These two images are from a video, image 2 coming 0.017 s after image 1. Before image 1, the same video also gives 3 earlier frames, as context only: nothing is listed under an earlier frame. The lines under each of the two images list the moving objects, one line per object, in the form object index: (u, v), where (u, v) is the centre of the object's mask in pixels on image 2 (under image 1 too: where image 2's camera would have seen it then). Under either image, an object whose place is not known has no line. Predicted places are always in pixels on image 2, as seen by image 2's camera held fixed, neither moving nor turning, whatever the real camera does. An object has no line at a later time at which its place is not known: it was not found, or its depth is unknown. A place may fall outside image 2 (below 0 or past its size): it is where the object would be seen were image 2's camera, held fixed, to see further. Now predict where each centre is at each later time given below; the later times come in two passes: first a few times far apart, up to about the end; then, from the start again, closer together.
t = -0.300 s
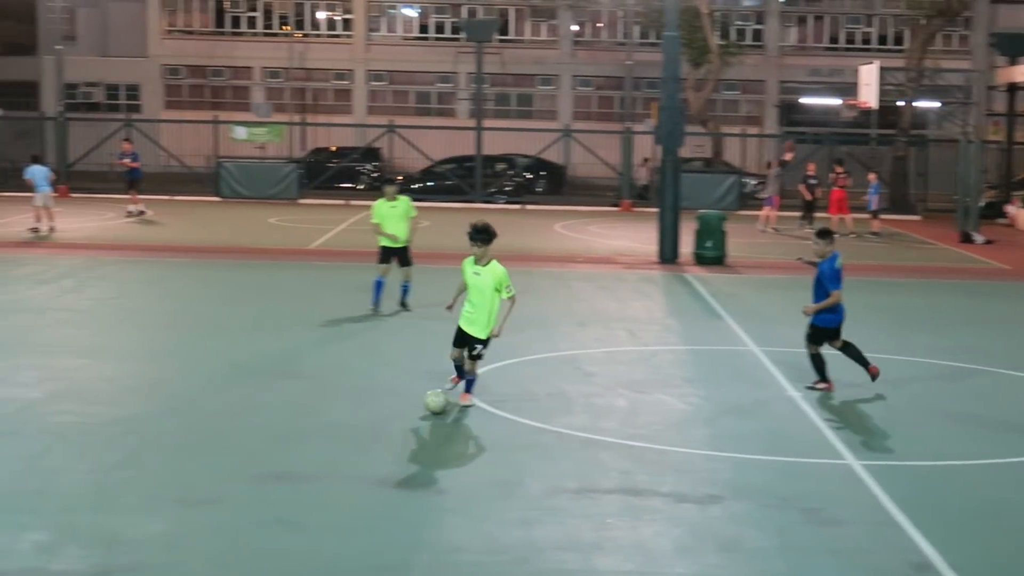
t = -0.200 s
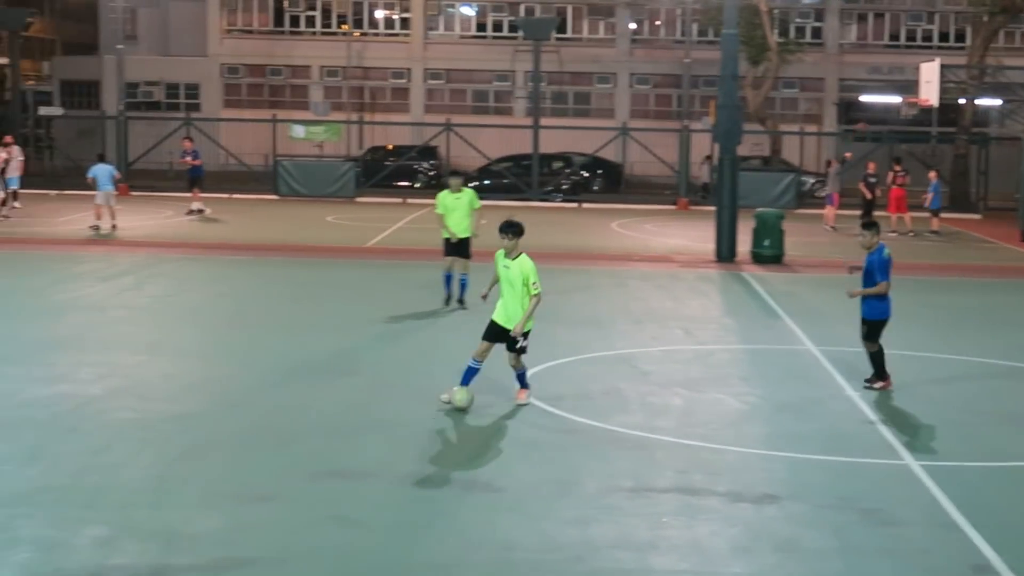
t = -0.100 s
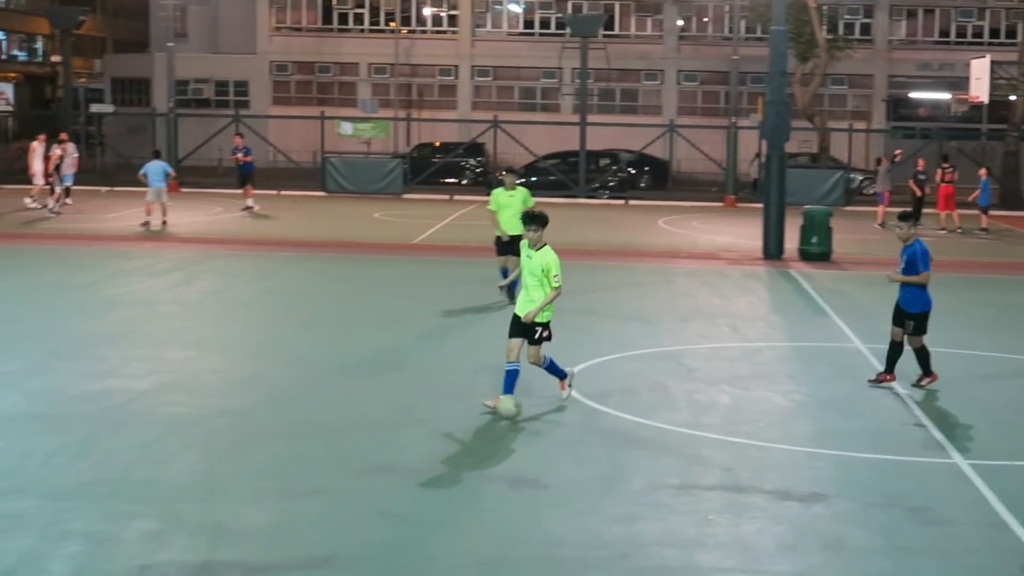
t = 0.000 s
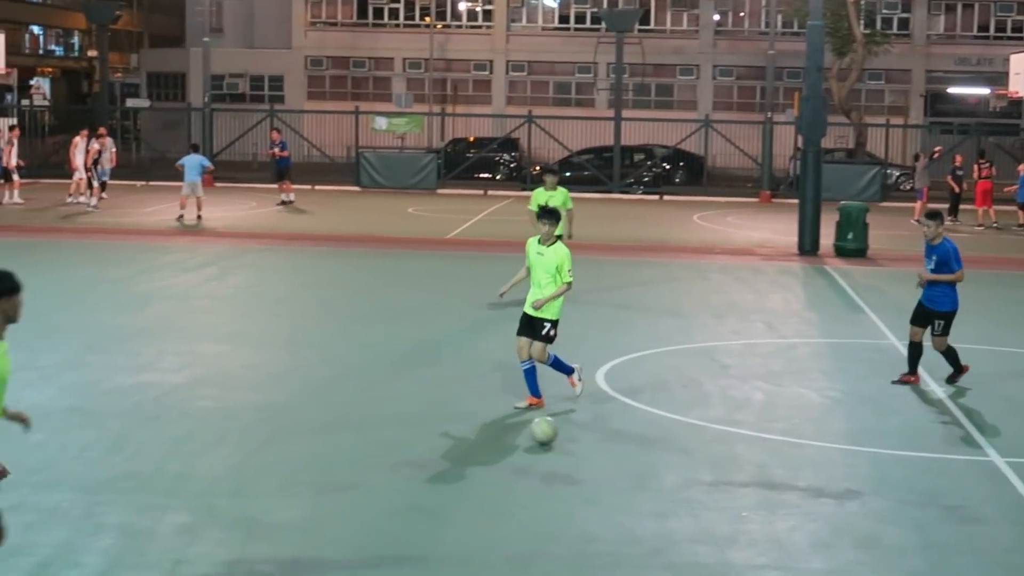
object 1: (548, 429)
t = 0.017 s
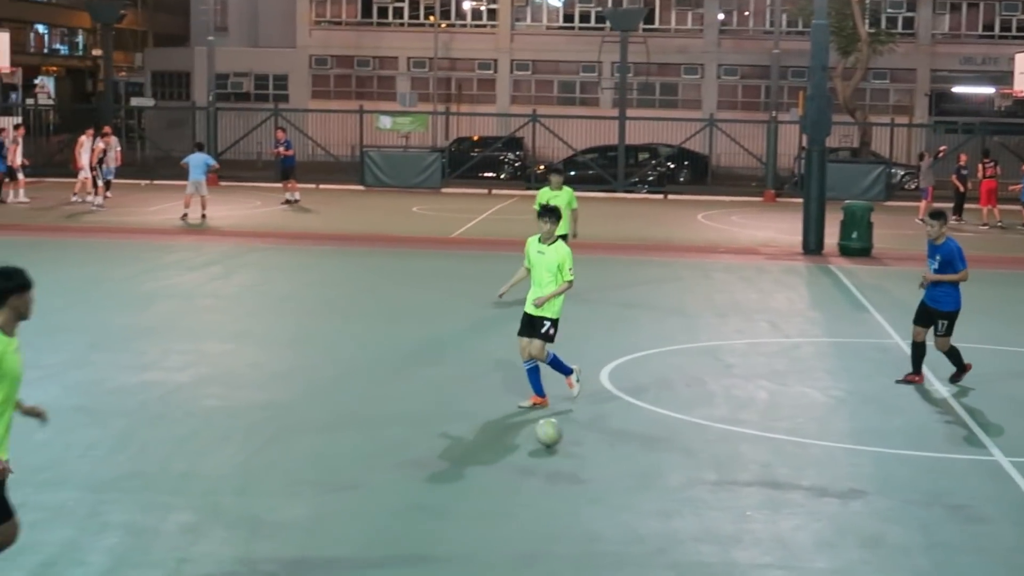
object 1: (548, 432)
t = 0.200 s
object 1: (553, 477)
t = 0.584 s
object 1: (545, 574)
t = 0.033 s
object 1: (549, 435)
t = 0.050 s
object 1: (549, 439)
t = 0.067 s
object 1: (550, 443)
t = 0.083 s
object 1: (551, 448)
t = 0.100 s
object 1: (551, 453)
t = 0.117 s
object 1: (551, 457)
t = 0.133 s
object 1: (551, 461)
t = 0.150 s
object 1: (551, 465)
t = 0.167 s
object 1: (551, 469)
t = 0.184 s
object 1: (552, 473)
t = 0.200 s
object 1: (553, 477)
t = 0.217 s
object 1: (552, 481)
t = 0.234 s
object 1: (552, 486)
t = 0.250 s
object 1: (551, 490)
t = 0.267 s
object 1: (551, 494)
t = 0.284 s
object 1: (551, 497)
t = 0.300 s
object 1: (551, 502)
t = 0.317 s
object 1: (550, 508)
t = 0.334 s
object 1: (550, 512)
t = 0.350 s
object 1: (550, 517)
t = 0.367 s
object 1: (549, 521)
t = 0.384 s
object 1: (549, 524)
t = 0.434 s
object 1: (548, 537)
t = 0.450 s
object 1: (548, 540)
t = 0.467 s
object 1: (546, 543)
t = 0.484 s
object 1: (548, 546)
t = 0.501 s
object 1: (546, 551)
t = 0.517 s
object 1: (547, 555)
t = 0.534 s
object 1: (546, 556)
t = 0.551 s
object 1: (544, 562)
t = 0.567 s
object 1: (546, 571)
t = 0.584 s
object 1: (545, 574)
